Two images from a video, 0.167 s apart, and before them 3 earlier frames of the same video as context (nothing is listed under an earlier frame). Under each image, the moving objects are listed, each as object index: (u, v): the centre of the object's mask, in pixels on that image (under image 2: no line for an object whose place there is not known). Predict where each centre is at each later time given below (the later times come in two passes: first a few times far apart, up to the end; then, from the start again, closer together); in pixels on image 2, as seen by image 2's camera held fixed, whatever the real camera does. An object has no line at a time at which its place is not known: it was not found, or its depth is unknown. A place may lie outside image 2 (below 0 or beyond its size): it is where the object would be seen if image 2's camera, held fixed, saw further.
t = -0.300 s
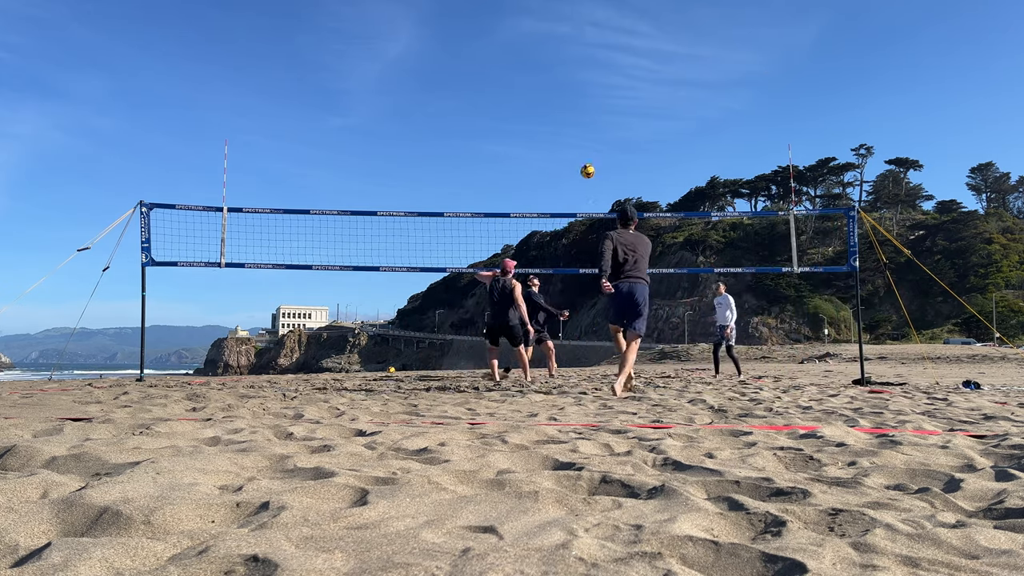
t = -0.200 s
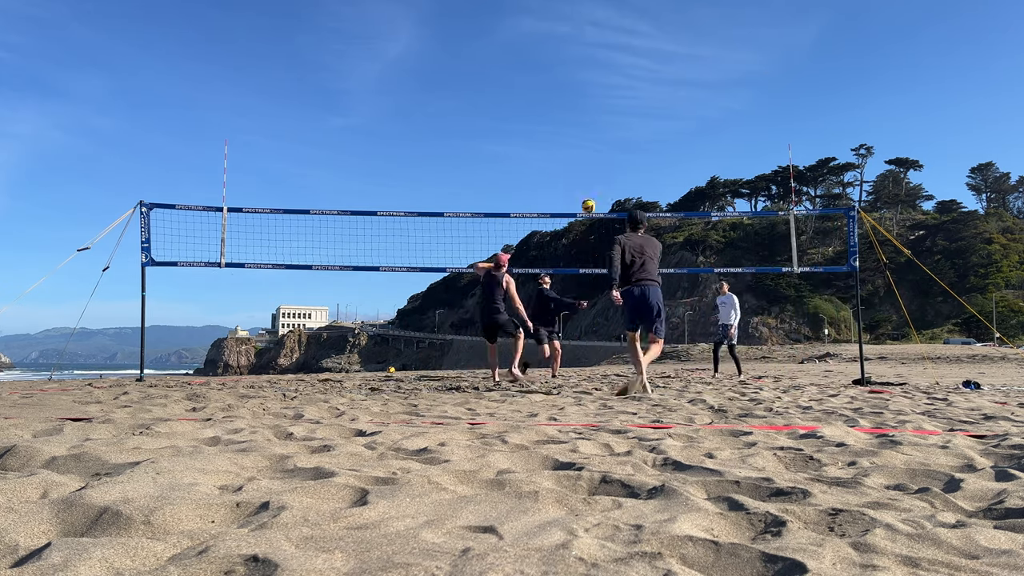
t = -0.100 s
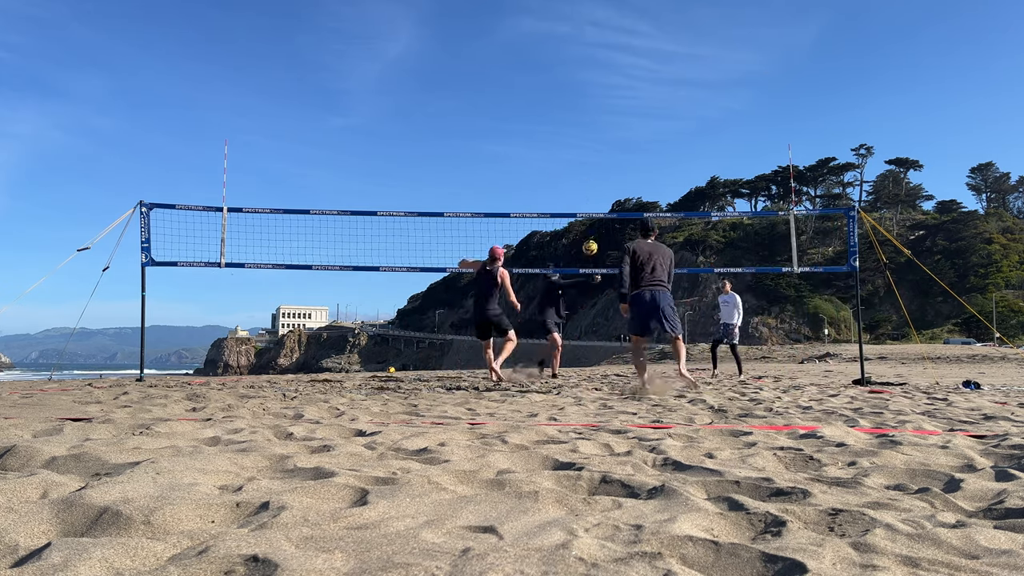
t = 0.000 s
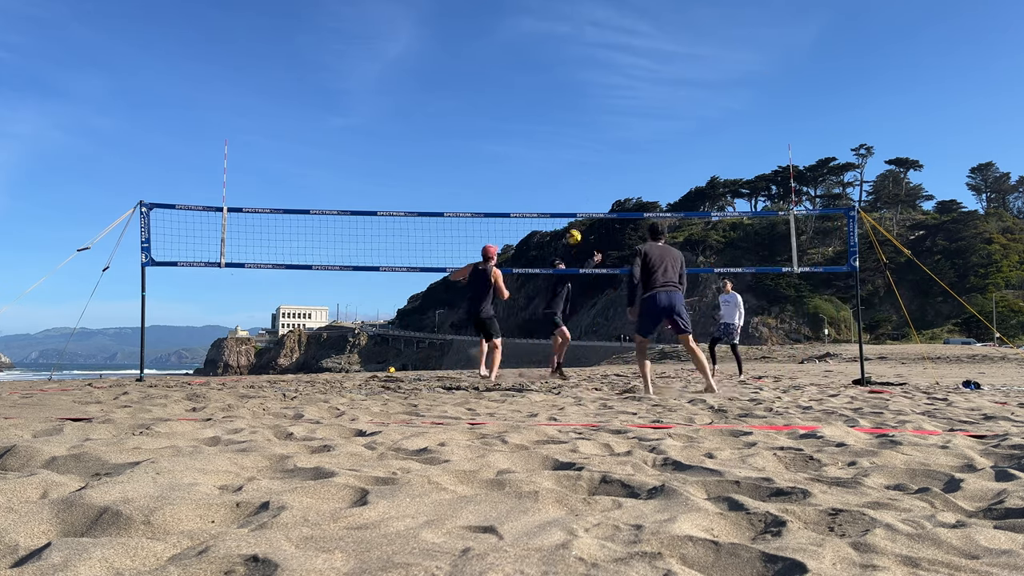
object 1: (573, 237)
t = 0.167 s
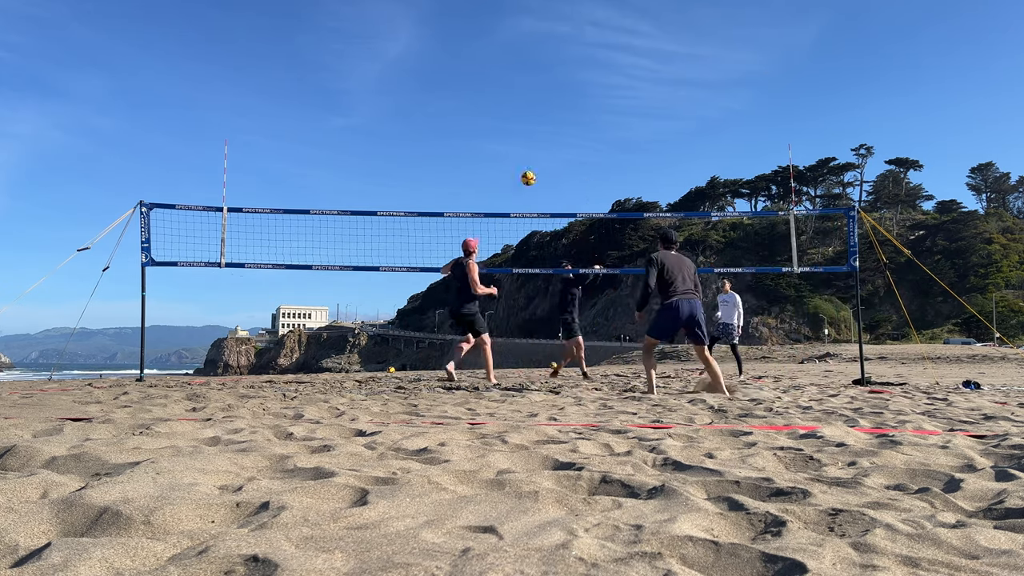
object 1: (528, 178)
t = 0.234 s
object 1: (510, 161)
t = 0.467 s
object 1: (450, 124)
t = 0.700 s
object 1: (393, 125)
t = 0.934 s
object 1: (338, 161)
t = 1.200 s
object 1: (281, 246)
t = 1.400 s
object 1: (243, 338)
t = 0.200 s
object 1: (519, 169)
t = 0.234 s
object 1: (510, 161)
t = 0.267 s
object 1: (501, 153)
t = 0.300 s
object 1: (493, 146)
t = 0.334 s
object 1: (484, 141)
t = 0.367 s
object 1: (475, 135)
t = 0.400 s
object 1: (467, 131)
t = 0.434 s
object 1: (459, 127)
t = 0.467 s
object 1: (450, 124)
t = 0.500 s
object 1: (442, 122)
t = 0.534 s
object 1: (434, 121)
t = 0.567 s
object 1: (425, 120)
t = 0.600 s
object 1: (417, 120)
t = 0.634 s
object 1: (409, 121)
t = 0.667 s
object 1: (401, 122)
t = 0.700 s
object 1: (393, 125)
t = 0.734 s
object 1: (385, 128)
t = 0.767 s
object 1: (377, 131)
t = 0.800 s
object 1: (369, 136)
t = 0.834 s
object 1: (361, 141)
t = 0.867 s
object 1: (353, 147)
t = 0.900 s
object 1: (346, 154)
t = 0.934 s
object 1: (338, 161)
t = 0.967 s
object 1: (331, 169)
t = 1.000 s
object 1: (324, 178)
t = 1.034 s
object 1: (316, 187)
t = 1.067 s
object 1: (309, 198)
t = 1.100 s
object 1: (302, 206)
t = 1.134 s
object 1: (295, 220)
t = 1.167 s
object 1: (288, 233)
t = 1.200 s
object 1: (281, 246)
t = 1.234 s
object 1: (274, 259)
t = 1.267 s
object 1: (268, 275)
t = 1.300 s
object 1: (261, 289)
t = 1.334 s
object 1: (254, 305)
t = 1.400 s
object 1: (243, 338)
